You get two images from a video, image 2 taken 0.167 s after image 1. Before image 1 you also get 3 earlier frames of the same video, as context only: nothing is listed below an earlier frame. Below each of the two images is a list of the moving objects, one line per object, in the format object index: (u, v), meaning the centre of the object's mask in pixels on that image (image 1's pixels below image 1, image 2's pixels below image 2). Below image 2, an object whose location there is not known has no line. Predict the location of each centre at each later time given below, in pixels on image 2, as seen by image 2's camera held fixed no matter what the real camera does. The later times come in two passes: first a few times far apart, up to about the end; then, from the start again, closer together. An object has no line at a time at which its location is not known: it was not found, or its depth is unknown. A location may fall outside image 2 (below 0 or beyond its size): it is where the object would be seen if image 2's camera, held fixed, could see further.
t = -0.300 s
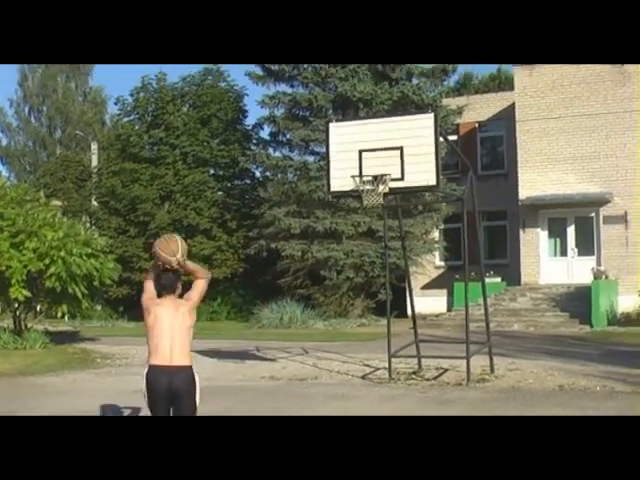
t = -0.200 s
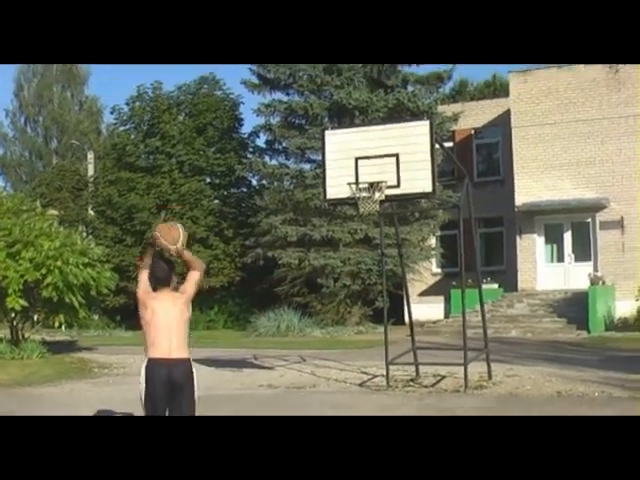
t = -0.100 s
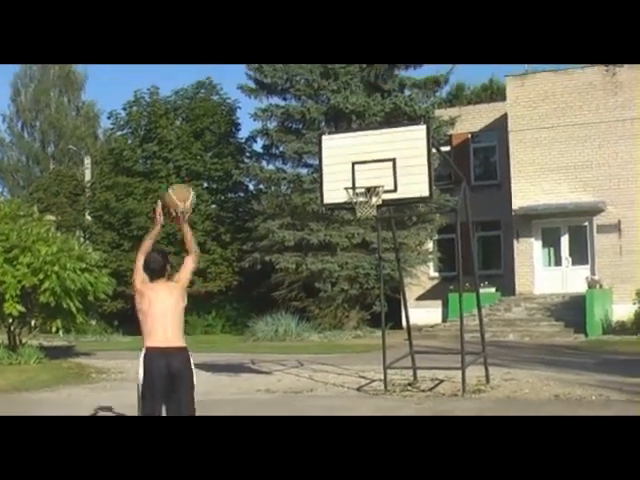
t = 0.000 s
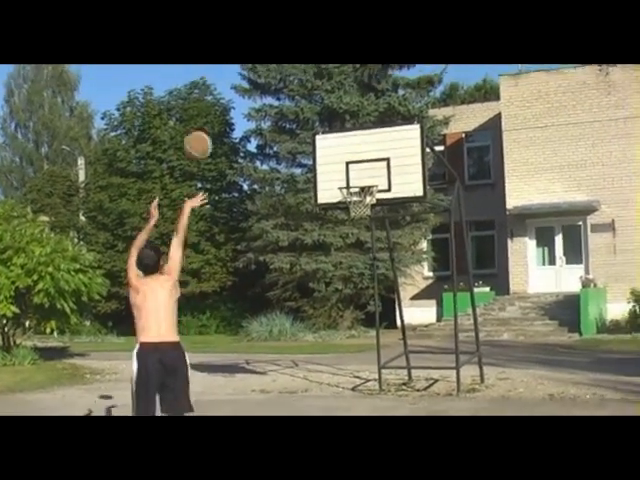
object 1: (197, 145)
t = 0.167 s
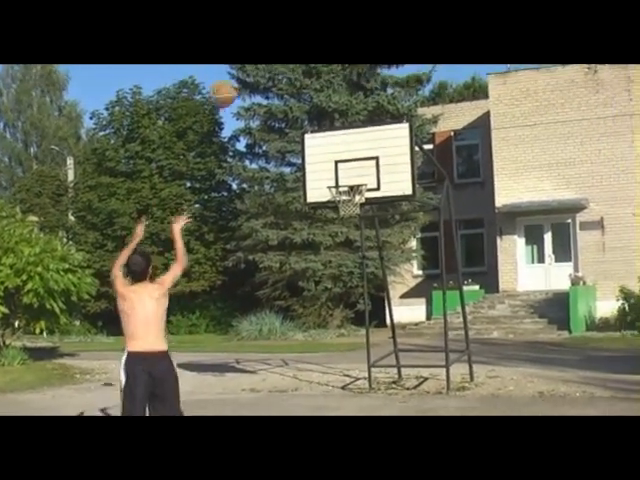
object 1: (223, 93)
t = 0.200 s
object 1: (230, 87)
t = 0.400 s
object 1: (266, 78)
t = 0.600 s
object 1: (300, 105)
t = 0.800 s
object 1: (328, 162)
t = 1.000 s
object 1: (343, 164)
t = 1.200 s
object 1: (355, 170)
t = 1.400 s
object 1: (353, 187)
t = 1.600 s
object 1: (349, 212)
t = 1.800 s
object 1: (342, 243)
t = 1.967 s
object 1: (338, 295)
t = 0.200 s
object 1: (230, 87)
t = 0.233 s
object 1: (237, 82)
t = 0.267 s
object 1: (242, 79)
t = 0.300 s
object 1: (248, 77)
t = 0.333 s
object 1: (255, 76)
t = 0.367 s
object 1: (260, 76)
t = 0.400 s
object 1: (266, 78)
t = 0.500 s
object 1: (282, 86)
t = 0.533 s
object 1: (287, 92)
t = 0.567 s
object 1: (292, 97)
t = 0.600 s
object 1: (300, 105)
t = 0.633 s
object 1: (305, 114)
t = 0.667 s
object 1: (309, 120)
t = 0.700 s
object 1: (314, 130)
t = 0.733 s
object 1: (319, 140)
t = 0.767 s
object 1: (323, 149)
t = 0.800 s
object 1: (328, 162)
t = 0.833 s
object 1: (332, 173)
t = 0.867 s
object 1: (335, 176)
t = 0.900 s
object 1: (337, 172)
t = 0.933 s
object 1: (340, 167)
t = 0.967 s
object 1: (341, 166)
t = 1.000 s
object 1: (343, 164)
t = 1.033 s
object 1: (345, 163)
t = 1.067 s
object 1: (347, 163)
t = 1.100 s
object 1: (349, 163)
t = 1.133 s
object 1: (351, 165)
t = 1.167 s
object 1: (354, 169)
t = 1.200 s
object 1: (355, 170)
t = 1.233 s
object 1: (355, 171)
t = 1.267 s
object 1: (354, 171)
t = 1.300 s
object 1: (354, 173)
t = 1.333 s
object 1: (353, 177)
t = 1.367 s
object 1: (352, 182)
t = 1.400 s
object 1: (353, 187)
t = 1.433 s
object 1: (352, 194)
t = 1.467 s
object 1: (354, 195)
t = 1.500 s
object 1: (354, 206)
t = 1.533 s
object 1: (350, 209)
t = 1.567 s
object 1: (351, 211)
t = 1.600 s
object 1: (349, 212)
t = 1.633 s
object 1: (349, 218)
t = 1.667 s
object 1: (348, 220)
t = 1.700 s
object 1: (347, 224)
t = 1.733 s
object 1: (347, 231)
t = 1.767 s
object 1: (343, 235)
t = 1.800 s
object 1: (342, 243)
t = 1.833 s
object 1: (341, 253)
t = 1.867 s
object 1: (340, 259)
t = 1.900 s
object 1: (339, 272)
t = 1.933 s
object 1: (339, 284)
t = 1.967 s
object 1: (338, 295)
